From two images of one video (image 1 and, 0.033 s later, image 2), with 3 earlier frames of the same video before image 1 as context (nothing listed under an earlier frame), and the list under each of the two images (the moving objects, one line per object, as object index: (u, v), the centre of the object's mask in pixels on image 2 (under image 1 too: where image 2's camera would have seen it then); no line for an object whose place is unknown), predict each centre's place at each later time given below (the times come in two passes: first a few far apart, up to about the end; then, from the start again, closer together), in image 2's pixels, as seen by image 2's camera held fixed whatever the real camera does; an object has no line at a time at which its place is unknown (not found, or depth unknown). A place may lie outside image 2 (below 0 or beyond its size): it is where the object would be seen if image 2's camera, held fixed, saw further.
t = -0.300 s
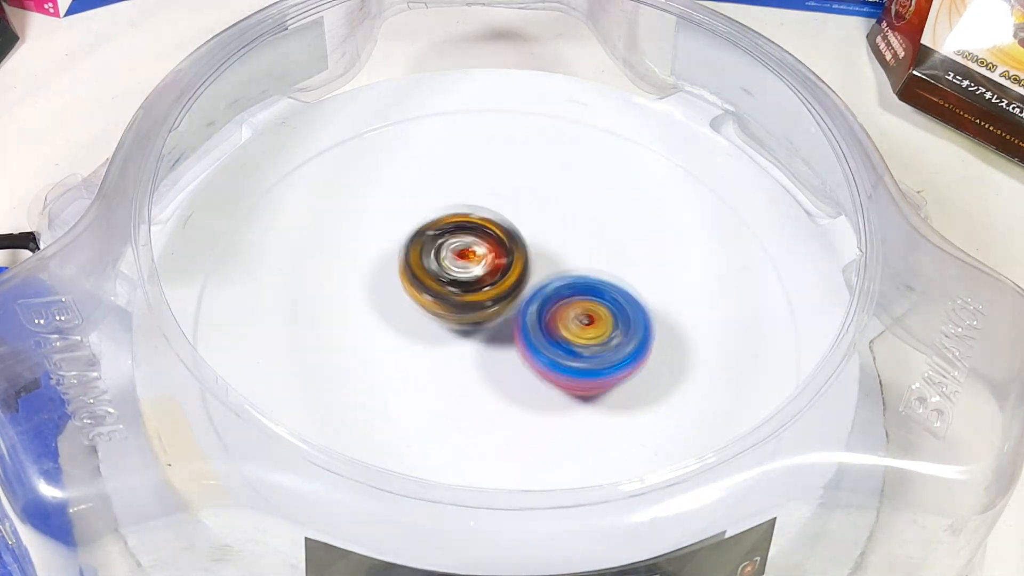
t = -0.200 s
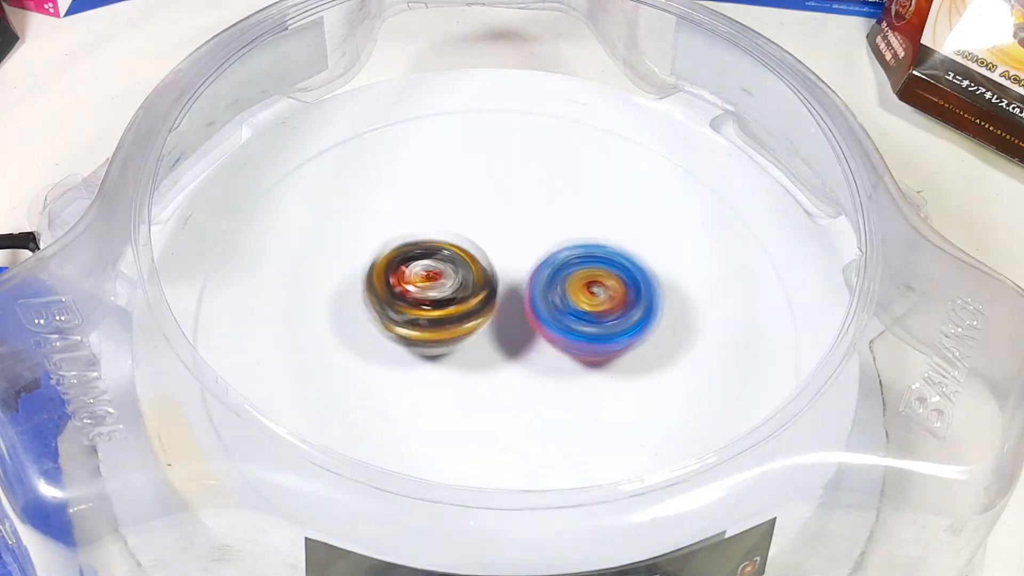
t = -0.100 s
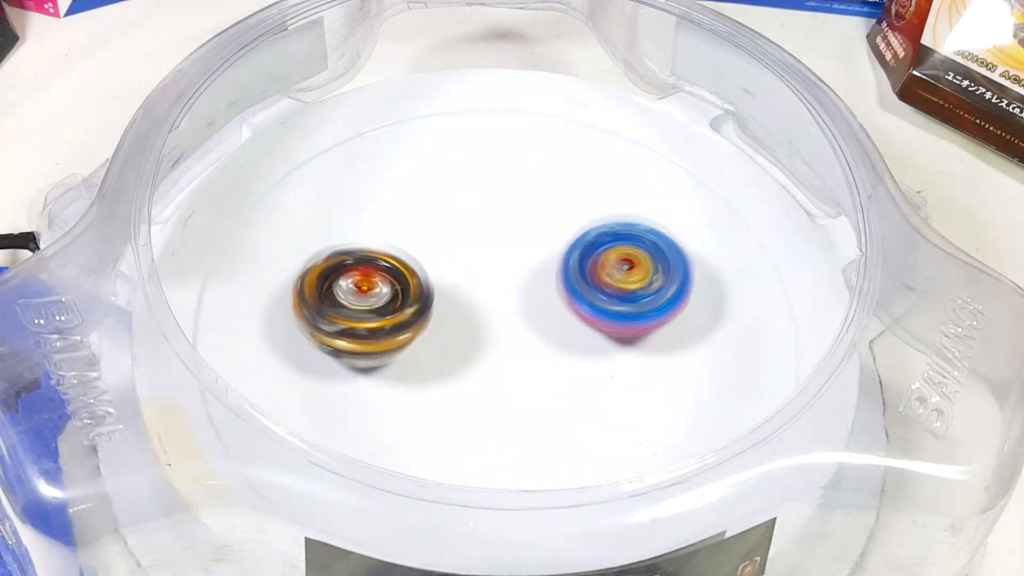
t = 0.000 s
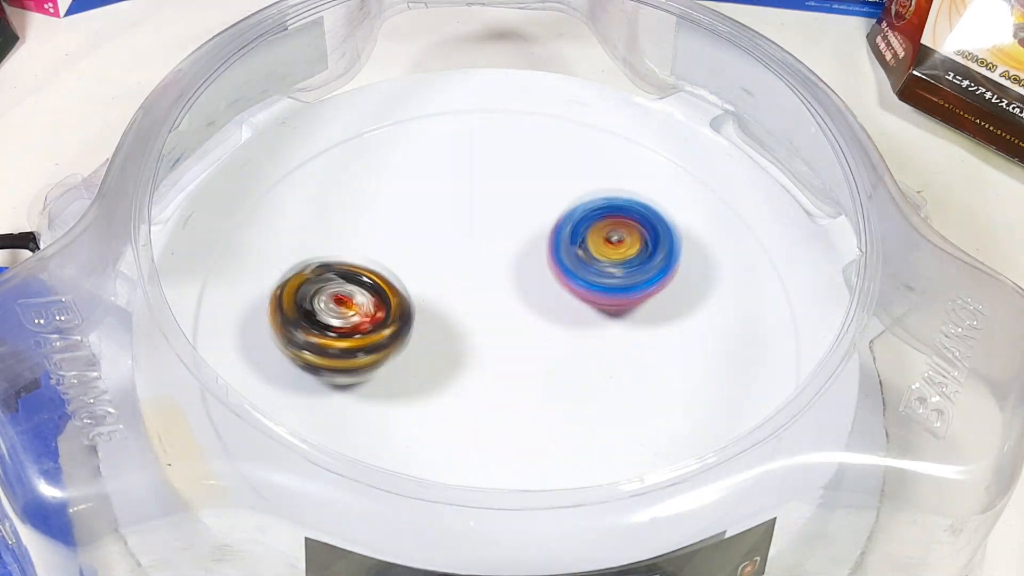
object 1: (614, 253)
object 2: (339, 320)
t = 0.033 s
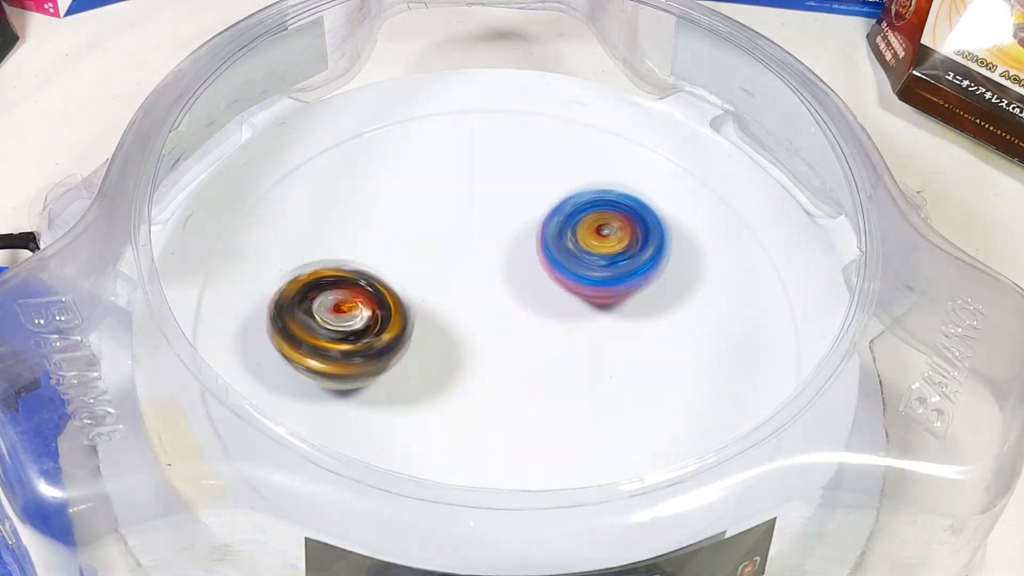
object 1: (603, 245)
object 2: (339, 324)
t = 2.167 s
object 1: (418, 336)
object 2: (570, 317)
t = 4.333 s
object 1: (503, 367)
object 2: (471, 234)
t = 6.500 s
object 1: (457, 359)
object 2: (521, 261)
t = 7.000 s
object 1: (489, 352)
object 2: (533, 256)
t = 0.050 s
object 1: (598, 243)
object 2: (339, 329)
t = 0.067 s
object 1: (589, 240)
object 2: (339, 330)
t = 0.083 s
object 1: (582, 239)
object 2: (340, 334)
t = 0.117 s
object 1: (566, 239)
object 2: (345, 339)
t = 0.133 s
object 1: (559, 239)
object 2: (348, 343)
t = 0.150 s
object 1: (549, 242)
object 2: (351, 347)
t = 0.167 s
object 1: (542, 245)
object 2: (356, 350)
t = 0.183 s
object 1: (532, 249)
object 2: (361, 352)
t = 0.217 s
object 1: (517, 258)
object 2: (376, 356)
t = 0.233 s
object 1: (509, 264)
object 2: (385, 357)
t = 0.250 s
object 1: (504, 269)
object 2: (394, 357)
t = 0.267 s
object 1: (497, 277)
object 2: (403, 359)
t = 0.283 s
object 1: (498, 279)
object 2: (405, 360)
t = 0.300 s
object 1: (505, 279)
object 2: (402, 366)
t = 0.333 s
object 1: (521, 280)
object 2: (395, 373)
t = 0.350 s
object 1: (529, 281)
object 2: (395, 378)
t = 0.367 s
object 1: (535, 281)
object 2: (395, 381)
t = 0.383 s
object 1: (543, 281)
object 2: (397, 383)
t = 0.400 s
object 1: (547, 281)
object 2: (404, 386)
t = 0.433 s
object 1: (558, 280)
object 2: (414, 386)
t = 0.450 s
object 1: (565, 279)
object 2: (421, 387)
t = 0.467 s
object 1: (569, 278)
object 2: (428, 386)
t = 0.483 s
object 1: (575, 278)
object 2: (437, 385)
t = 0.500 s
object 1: (578, 276)
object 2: (446, 385)
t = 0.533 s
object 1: (586, 274)
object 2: (464, 377)
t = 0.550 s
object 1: (590, 274)
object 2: (471, 374)
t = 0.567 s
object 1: (592, 272)
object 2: (478, 369)
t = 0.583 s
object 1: (595, 271)
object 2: (487, 365)
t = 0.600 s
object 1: (596, 269)
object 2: (494, 361)
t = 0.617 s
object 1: (598, 269)
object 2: (499, 354)
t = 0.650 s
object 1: (609, 263)
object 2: (501, 349)
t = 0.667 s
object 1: (635, 246)
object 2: (475, 354)
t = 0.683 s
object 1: (665, 228)
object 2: (450, 362)
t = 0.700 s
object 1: (688, 213)
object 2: (424, 368)
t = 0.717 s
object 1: (710, 198)
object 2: (400, 372)
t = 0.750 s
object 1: (743, 171)
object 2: (360, 380)
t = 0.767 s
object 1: (742, 164)
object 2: (341, 383)
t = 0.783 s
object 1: (733, 168)
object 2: (329, 382)
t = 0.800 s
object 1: (724, 173)
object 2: (319, 382)
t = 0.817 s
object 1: (713, 180)
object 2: (310, 381)
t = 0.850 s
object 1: (690, 186)
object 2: (299, 382)
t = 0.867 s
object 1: (676, 193)
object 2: (298, 381)
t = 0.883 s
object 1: (664, 197)
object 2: (297, 382)
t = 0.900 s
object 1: (650, 205)
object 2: (297, 382)
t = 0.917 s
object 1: (638, 210)
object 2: (296, 382)
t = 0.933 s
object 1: (626, 216)
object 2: (298, 382)
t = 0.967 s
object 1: (602, 229)
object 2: (302, 383)
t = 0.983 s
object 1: (590, 238)
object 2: (304, 383)
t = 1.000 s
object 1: (579, 245)
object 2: (310, 384)
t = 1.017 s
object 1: (571, 252)
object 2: (314, 384)
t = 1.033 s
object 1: (560, 260)
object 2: (318, 382)
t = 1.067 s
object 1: (544, 276)
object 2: (332, 381)
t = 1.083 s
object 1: (538, 283)
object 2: (339, 377)
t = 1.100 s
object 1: (533, 290)
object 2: (348, 373)
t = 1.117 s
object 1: (527, 298)
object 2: (357, 369)
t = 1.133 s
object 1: (524, 304)
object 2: (364, 363)
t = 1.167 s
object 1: (516, 318)
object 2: (381, 354)
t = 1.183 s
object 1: (522, 321)
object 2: (380, 349)
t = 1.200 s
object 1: (527, 325)
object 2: (379, 345)
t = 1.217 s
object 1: (529, 330)
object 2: (378, 341)
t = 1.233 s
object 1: (532, 333)
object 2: (379, 338)
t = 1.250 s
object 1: (533, 338)
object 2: (379, 332)
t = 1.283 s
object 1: (532, 348)
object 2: (384, 323)
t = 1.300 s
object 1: (530, 353)
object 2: (386, 317)
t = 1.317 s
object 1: (530, 357)
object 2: (389, 312)
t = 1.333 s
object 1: (527, 364)
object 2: (392, 308)
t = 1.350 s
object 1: (525, 369)
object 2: (394, 302)
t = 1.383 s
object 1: (522, 380)
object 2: (400, 293)
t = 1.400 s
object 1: (521, 384)
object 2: (404, 290)
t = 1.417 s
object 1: (518, 390)
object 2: (407, 284)
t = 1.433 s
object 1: (516, 394)
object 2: (412, 281)
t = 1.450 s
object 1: (516, 397)
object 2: (418, 278)
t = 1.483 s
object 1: (510, 406)
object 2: (426, 270)
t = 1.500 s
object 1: (509, 410)
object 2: (432, 268)
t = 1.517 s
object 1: (506, 413)
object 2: (437, 267)
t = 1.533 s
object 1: (505, 415)
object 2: (441, 264)
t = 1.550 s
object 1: (502, 419)
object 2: (447, 264)
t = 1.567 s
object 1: (499, 420)
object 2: (453, 264)
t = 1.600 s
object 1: (494, 423)
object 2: (462, 261)
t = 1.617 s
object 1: (492, 424)
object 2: (468, 260)
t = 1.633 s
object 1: (491, 424)
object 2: (474, 261)
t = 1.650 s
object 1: (486, 425)
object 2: (478, 260)
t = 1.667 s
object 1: (484, 425)
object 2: (485, 261)
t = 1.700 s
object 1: (479, 424)
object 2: (495, 264)
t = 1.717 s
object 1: (478, 422)
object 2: (500, 264)
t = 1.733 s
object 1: (474, 421)
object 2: (506, 266)
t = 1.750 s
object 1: (471, 419)
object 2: (510, 269)
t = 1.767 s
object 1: (471, 417)
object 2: (513, 269)
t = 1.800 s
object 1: (468, 410)
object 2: (523, 275)
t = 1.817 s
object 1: (468, 406)
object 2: (525, 277)
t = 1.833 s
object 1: (465, 401)
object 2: (530, 279)
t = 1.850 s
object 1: (465, 398)
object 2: (534, 282)
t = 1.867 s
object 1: (465, 394)
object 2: (536, 285)
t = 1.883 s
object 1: (463, 389)
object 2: (539, 285)
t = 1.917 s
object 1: (463, 380)
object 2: (545, 290)
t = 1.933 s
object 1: (456, 378)
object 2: (548, 292)
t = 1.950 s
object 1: (453, 377)
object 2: (554, 292)
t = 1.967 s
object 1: (445, 376)
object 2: (561, 290)
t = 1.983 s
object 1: (440, 373)
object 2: (564, 290)
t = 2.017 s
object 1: (434, 368)
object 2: (573, 289)
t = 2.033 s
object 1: (431, 365)
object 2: (575, 290)
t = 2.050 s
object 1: (429, 363)
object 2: (576, 294)
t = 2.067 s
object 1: (426, 359)
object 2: (578, 295)
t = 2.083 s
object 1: (425, 355)
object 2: (579, 299)
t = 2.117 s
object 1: (421, 349)
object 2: (576, 306)
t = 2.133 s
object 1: (420, 345)
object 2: (576, 309)
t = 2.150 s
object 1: (419, 341)
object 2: (573, 313)
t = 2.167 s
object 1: (418, 336)
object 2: (570, 317)
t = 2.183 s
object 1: (419, 333)
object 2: (568, 321)
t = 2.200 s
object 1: (418, 330)
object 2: (566, 325)
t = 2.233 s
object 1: (416, 319)
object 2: (562, 331)
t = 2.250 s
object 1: (408, 313)
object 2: (567, 338)
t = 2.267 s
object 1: (401, 306)
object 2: (571, 345)
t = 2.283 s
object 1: (398, 301)
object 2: (574, 349)
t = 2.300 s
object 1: (394, 296)
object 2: (573, 354)
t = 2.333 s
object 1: (391, 287)
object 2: (574, 364)
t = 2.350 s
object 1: (390, 283)
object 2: (574, 366)
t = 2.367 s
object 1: (389, 278)
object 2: (572, 370)
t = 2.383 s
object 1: (389, 275)
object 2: (571, 373)
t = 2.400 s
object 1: (389, 271)
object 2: (570, 375)
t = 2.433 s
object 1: (390, 264)
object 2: (565, 378)
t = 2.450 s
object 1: (392, 260)
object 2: (562, 380)
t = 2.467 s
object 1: (392, 256)
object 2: (560, 381)
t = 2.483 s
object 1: (395, 254)
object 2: (556, 382)
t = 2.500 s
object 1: (398, 251)
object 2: (553, 382)
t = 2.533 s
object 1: (404, 246)
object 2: (545, 383)
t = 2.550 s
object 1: (407, 244)
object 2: (540, 384)
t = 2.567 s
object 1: (410, 242)
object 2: (537, 382)
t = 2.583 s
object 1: (414, 240)
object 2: (531, 380)
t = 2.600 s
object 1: (418, 239)
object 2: (526, 381)
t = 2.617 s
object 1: (422, 237)
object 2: (521, 380)
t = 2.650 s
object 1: (432, 236)
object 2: (512, 374)
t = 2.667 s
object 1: (436, 234)
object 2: (508, 373)
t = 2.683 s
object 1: (442, 234)
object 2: (504, 371)
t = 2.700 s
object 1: (447, 234)
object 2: (500, 365)
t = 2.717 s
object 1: (451, 234)
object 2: (495, 362)
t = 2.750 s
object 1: (462, 236)
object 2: (489, 357)
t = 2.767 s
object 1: (466, 235)
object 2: (486, 354)
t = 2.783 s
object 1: (472, 236)
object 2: (484, 353)
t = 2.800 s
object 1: (477, 229)
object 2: (477, 357)
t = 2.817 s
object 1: (482, 221)
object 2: (473, 368)
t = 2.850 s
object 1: (494, 212)
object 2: (468, 380)
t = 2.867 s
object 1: (499, 208)
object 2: (464, 386)
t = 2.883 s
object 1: (504, 205)
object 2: (463, 390)
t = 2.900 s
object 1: (509, 205)
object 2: (462, 392)
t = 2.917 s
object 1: (513, 204)
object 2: (461, 396)
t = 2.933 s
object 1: (518, 204)
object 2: (460, 396)
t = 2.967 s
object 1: (526, 205)
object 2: (458, 396)
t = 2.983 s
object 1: (531, 207)
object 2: (459, 396)
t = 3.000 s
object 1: (536, 209)
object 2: (459, 398)
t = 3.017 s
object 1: (539, 211)
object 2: (458, 395)
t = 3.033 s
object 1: (543, 214)
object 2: (458, 394)
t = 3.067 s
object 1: (550, 221)
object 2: (465, 391)
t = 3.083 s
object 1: (553, 223)
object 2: (466, 392)
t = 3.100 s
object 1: (557, 227)
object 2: (468, 388)
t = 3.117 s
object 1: (560, 231)
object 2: (468, 384)
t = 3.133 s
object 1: (562, 235)
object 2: (471, 382)
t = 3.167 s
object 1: (567, 244)
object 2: (478, 376)
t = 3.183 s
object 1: (568, 248)
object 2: (481, 370)
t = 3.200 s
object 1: (570, 253)
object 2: (483, 365)
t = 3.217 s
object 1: (572, 258)
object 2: (487, 362)
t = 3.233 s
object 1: (573, 263)
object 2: (490, 358)
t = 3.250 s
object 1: (575, 267)
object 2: (492, 356)
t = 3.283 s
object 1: (603, 264)
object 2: (458, 365)
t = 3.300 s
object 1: (613, 260)
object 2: (446, 371)
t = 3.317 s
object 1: (626, 259)
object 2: (434, 372)
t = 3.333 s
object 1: (634, 257)
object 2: (422, 370)
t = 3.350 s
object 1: (640, 256)
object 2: (412, 370)
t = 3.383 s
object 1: (651, 257)
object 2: (394, 369)
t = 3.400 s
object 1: (653, 258)
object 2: (386, 367)
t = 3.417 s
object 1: (654, 259)
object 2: (381, 365)
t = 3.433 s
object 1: (654, 262)
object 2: (378, 363)
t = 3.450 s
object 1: (651, 266)
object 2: (378, 361)
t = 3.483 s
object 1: (645, 274)
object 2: (380, 358)
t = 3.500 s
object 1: (640, 278)
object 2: (382, 352)
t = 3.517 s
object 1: (635, 282)
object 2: (386, 347)
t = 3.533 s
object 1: (631, 284)
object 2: (390, 346)
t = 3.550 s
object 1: (627, 288)
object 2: (394, 342)
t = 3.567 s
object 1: (621, 291)
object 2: (400, 341)
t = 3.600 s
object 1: (610, 296)
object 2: (410, 333)
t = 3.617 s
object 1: (604, 300)
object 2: (416, 330)
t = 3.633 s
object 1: (598, 302)
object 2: (422, 328)
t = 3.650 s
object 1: (592, 304)
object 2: (430, 327)
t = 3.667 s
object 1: (587, 306)
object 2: (439, 325)
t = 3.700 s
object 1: (585, 311)
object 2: (442, 313)
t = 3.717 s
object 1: (592, 313)
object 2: (436, 309)
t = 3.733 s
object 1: (595, 314)
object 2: (431, 302)
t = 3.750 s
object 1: (600, 318)
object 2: (426, 297)
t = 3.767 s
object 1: (601, 317)
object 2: (422, 292)
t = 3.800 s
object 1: (601, 320)
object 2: (418, 282)
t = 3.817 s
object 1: (598, 320)
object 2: (417, 275)
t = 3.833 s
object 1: (594, 319)
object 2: (415, 271)
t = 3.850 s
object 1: (590, 318)
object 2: (416, 267)
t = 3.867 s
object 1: (583, 317)
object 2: (419, 264)
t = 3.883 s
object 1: (575, 315)
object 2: (420, 262)
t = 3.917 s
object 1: (564, 313)
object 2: (423, 259)
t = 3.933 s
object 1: (559, 310)
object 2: (425, 257)
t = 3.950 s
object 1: (554, 308)
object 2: (428, 256)
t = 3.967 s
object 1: (550, 305)
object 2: (430, 256)
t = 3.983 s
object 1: (545, 304)
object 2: (431, 256)
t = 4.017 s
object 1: (544, 312)
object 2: (435, 243)
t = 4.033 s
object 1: (547, 314)
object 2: (435, 244)
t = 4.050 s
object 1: (547, 317)
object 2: (435, 237)
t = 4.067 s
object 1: (546, 319)
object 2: (437, 233)
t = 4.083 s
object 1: (545, 322)
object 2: (441, 230)
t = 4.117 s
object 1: (541, 324)
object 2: (448, 225)
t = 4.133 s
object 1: (538, 325)
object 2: (451, 226)
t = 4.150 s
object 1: (535, 326)
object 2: (454, 229)
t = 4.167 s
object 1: (531, 327)
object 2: (456, 233)
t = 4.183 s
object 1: (528, 326)
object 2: (459, 236)
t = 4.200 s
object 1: (524, 329)
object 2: (461, 240)
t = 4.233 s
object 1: (520, 335)
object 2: (464, 242)
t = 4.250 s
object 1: (517, 336)
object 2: (465, 243)
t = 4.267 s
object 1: (514, 339)
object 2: (465, 246)
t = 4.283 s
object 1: (513, 345)
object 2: (466, 244)
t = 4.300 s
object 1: (512, 352)
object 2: (467, 241)
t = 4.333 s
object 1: (503, 367)
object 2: (471, 234)
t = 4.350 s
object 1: (499, 370)
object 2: (473, 231)
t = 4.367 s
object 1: (496, 375)
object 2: (475, 229)
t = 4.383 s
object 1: (493, 377)
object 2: (477, 228)
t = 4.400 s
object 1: (491, 378)
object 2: (478, 228)
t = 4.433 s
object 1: (485, 380)
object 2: (479, 229)
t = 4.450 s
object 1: (484, 380)
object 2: (479, 230)
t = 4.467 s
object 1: (482, 382)
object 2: (480, 232)
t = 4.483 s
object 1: (479, 382)
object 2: (482, 235)
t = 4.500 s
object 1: (475, 381)
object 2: (483, 238)
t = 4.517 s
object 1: (473, 382)
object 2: (484, 241)
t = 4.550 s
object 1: (466, 380)
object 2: (487, 246)
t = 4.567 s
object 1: (462, 378)
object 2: (488, 249)
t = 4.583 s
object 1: (460, 375)
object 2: (489, 251)
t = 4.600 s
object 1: (459, 375)
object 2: (490, 253)
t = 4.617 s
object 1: (458, 373)
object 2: (490, 256)
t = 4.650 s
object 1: (453, 369)
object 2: (493, 257)
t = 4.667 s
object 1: (452, 366)
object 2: (493, 258)
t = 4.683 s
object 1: (452, 364)
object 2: (493, 258)
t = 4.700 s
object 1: (451, 363)
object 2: (494, 259)
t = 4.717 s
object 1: (452, 358)
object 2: (495, 258)
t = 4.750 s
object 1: (453, 353)
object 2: (497, 257)
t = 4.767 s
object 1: (452, 352)
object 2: (496, 254)
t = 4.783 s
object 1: (452, 353)
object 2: (498, 253)
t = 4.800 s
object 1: (452, 351)
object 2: (499, 253)
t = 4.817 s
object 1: (450, 348)
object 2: (500, 251)
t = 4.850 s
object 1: (456, 344)
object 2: (501, 250)
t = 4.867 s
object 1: (457, 344)
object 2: (502, 249)
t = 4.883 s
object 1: (458, 344)
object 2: (503, 247)
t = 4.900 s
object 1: (458, 343)
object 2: (503, 246)
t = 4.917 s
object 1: (461, 344)
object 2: (504, 246)
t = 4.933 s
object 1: (464, 342)
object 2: (503, 245)
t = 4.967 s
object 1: (470, 342)
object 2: (504, 245)
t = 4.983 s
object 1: (473, 341)
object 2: (503, 244)
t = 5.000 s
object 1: (478, 341)
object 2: (504, 243)
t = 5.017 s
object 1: (479, 342)
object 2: (505, 242)
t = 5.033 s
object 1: (479, 345)
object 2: (507, 241)
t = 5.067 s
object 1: (481, 345)
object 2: (508, 241)
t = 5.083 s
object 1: (485, 345)
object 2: (509, 243)
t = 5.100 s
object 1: (489, 346)
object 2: (507, 244)
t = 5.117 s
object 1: (492, 349)
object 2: (506, 244)
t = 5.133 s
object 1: (495, 349)
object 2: (505, 245)
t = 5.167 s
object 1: (500, 351)
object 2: (505, 246)
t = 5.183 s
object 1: (503, 352)
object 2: (504, 246)
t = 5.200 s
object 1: (505, 352)
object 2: (505, 246)
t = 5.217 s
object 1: (508, 352)
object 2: (504, 247)
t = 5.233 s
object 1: (510, 352)
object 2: (504, 247)
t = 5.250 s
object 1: (513, 352)
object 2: (504, 247)
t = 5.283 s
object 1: (522, 352)
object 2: (503, 247)
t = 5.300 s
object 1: (524, 353)
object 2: (503, 247)
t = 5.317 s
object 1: (526, 353)
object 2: (503, 248)
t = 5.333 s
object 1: (527, 351)
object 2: (502, 247)
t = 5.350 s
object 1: (531, 352)
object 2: (502, 248)
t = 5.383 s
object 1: (536, 351)
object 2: (502, 248)
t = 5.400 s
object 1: (539, 349)
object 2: (502, 248)
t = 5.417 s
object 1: (541, 347)
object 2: (501, 248)
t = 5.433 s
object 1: (544, 347)
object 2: (502, 248)
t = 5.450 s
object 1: (546, 345)
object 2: (501, 248)
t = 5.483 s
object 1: (548, 344)
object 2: (501, 248)
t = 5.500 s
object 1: (549, 343)
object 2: (501, 248)
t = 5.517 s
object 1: (551, 341)
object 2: (501, 247)
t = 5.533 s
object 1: (554, 343)
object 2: (501, 247)
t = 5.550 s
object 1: (556, 345)
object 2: (503, 244)
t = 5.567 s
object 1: (557, 346)
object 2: (503, 244)
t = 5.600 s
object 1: (557, 346)
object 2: (504, 244)
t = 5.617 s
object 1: (559, 346)
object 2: (504, 244)
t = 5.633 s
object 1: (561, 345)
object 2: (504, 246)
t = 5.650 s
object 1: (565, 348)
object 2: (504, 246)
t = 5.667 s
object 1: (565, 348)
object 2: (504, 246)
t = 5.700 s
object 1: (562, 347)
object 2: (504, 246)
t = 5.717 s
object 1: (563, 348)
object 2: (503, 246)
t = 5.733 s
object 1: (564, 347)
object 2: (504, 246)
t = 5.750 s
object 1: (563, 347)
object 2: (504, 246)
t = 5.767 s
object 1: (563, 346)
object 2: (504, 245)
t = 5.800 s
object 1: (562, 342)
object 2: (503, 245)
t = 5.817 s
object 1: (563, 341)
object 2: (503, 245)
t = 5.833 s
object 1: (565, 341)
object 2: (503, 245)
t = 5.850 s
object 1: (564, 341)
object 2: (503, 245)
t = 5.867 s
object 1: (564, 341)
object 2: (503, 244)
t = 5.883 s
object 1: (561, 339)
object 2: (503, 244)
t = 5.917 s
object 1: (559, 334)
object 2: (503, 243)
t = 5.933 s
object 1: (558, 333)
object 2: (502, 242)
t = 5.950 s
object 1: (556, 329)
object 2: (502, 241)
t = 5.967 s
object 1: (556, 329)
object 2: (502, 240)
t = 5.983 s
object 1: (555, 330)
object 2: (503, 237)
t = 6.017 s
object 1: (552, 333)
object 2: (505, 233)
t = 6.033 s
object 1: (548, 334)
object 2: (505, 231)
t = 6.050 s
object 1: (545, 331)
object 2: (505, 232)
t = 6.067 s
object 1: (543, 332)
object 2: (506, 232)
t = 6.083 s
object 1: (539, 333)
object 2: (505, 229)
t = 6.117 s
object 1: (529, 341)
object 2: (510, 228)
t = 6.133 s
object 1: (523, 349)
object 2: (512, 229)
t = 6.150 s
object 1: (516, 357)
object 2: (515, 231)
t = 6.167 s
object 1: (511, 359)
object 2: (517, 231)
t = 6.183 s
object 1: (506, 361)
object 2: (518, 230)
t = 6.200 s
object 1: (500, 365)
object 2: (520, 231)
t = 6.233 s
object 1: (488, 374)
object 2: (521, 234)
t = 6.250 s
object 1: (482, 377)
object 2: (521, 237)
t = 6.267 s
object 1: (479, 376)
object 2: (521, 239)
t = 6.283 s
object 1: (474, 378)
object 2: (520, 242)
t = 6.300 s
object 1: (469, 380)
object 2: (520, 245)
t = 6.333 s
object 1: (463, 378)
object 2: (520, 250)
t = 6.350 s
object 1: (459, 376)
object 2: (520, 252)
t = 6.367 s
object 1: (458, 375)
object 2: (521, 254)
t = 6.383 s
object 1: (457, 376)
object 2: (521, 256)
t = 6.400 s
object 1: (454, 373)
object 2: (521, 257)
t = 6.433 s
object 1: (455, 371)
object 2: (521, 260)
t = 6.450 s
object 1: (454, 366)
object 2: (521, 260)
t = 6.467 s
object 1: (455, 361)
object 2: (521, 261)
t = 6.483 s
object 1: (456, 360)
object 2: (521, 261)
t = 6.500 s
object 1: (457, 359)
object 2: (521, 261)
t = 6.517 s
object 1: (459, 356)
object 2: (521, 261)
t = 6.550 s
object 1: (464, 350)
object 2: (521, 262)
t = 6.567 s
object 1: (464, 350)
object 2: (522, 260)
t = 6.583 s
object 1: (463, 351)
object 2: (525, 259)
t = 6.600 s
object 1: (463, 351)
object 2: (528, 258)
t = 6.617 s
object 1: (464, 351)
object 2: (529, 258)
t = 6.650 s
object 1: (463, 351)
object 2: (532, 259)
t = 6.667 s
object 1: (464, 351)
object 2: (531, 260)
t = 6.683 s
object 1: (465, 352)
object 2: (531, 261)
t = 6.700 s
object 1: (466, 352)
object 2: (531, 260)
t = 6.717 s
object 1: (467, 353)
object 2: (532, 260)
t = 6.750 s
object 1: (470, 351)
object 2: (532, 258)
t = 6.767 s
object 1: (471, 350)
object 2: (532, 259)
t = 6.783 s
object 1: (473, 350)
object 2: (532, 259)
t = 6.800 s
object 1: (475, 351)
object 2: (532, 259)
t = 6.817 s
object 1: (476, 352)
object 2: (533, 258)
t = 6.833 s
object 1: (479, 353)
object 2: (533, 258)
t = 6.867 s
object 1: (482, 352)
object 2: (533, 257)
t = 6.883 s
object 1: (484, 352)
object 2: (532, 257)
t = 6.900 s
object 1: (486, 351)
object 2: (532, 257)
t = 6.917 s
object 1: (488, 351)
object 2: (532, 257)
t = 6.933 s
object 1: (488, 351)
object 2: (533, 256)
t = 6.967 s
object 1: (489, 351)
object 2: (533, 256)
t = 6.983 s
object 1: (488, 351)
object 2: (533, 256)
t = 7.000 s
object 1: (489, 352)
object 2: (533, 256)
